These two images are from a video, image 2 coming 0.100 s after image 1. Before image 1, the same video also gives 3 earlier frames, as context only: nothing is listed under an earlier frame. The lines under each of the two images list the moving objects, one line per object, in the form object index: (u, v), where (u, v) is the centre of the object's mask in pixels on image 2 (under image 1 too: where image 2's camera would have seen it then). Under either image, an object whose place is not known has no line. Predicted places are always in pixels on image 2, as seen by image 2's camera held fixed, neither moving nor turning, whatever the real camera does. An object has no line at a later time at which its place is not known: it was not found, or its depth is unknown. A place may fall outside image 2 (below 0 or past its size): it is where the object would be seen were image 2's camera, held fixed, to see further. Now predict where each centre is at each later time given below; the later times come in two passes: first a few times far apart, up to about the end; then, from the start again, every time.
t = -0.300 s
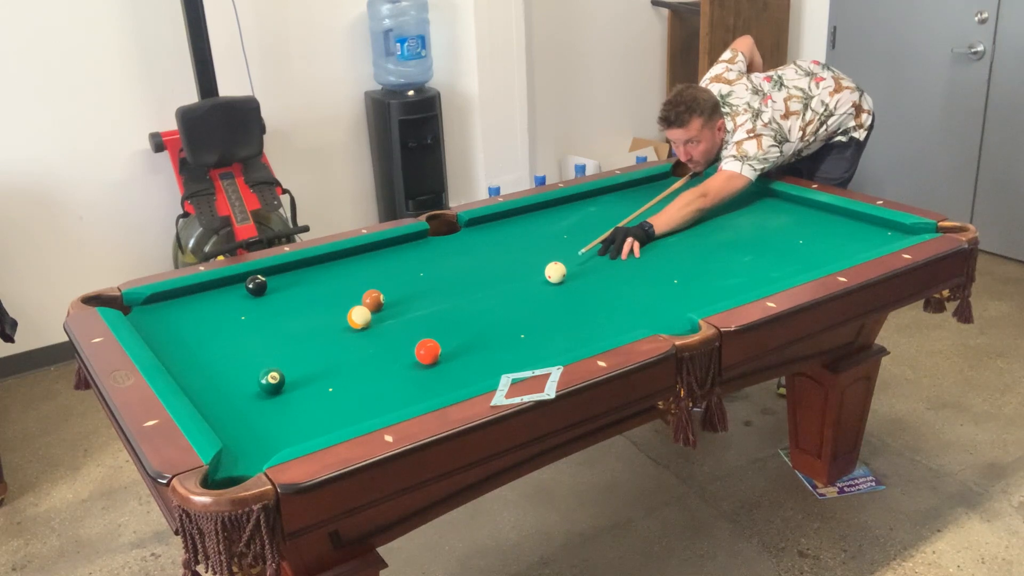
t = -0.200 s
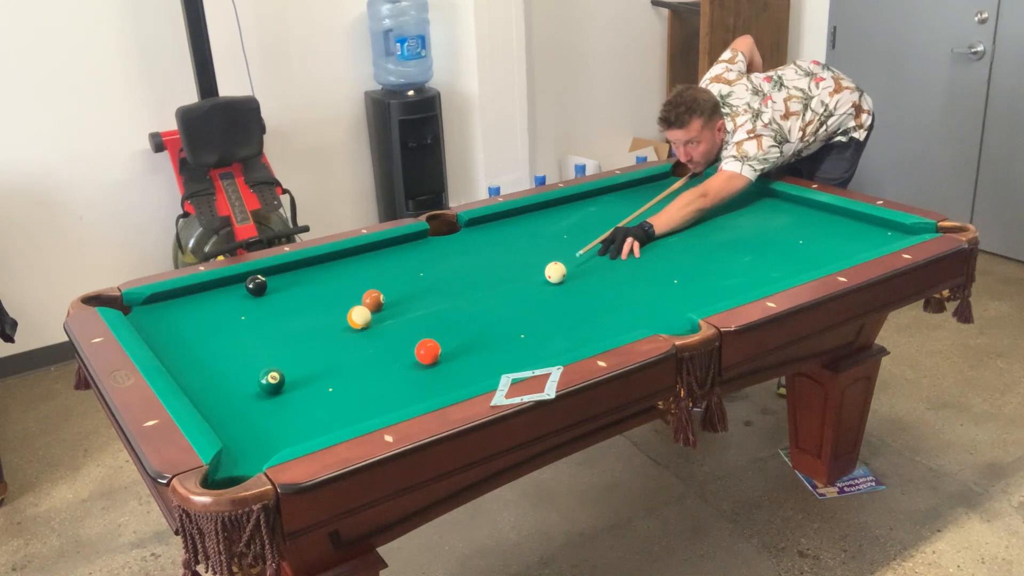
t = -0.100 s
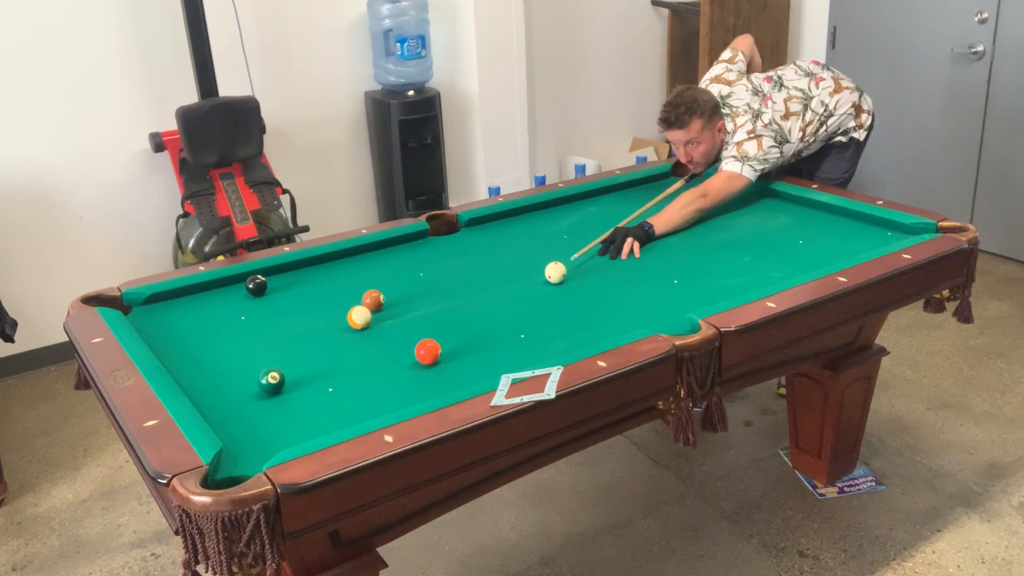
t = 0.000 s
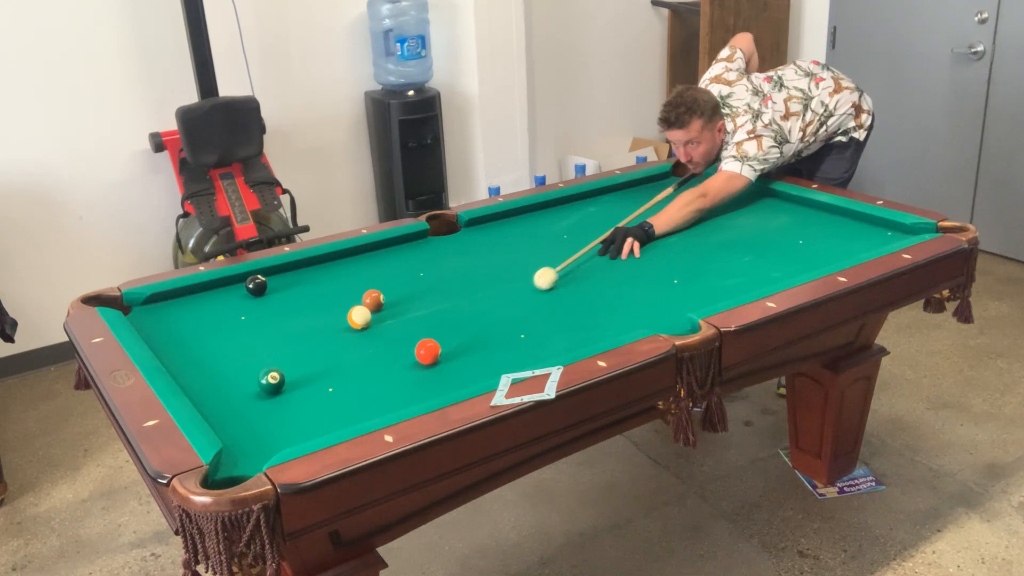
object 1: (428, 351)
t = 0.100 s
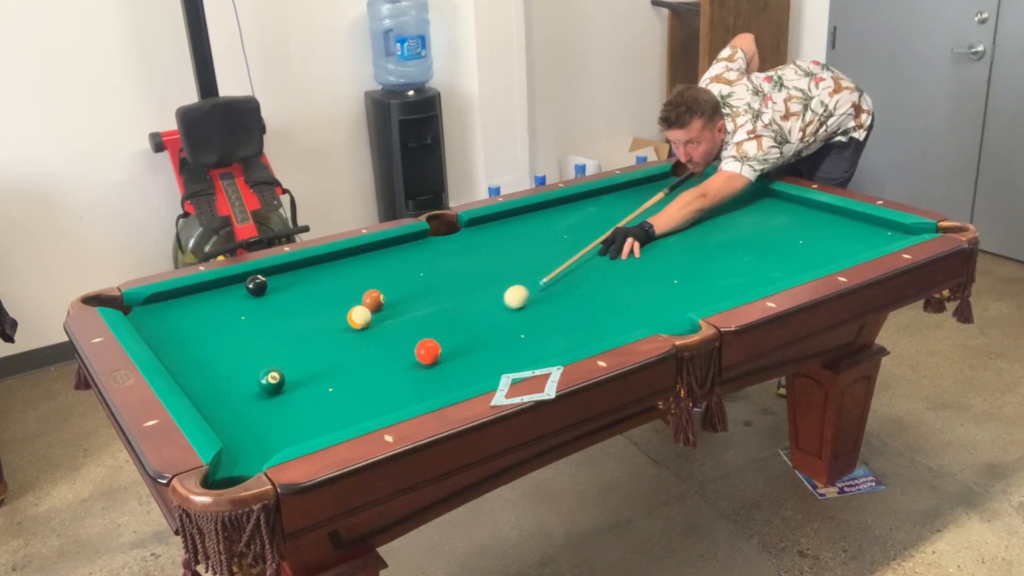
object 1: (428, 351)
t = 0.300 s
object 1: (428, 351)
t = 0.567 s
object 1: (359, 392)
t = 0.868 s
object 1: (270, 443)
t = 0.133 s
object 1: (428, 351)
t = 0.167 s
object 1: (428, 351)
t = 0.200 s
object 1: (428, 351)
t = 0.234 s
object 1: (428, 351)
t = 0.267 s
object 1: (428, 351)
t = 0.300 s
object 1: (428, 351)
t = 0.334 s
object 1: (427, 352)
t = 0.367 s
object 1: (416, 358)
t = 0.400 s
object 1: (405, 365)
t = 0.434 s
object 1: (395, 371)
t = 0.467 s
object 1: (386, 376)
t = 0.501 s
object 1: (377, 382)
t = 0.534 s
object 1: (368, 387)
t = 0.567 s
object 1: (359, 392)
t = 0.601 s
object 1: (350, 397)
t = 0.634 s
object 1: (340, 403)
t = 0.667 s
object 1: (331, 408)
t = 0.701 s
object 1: (322, 414)
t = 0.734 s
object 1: (312, 420)
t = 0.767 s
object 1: (302, 426)
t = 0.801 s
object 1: (291, 431)
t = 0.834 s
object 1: (281, 437)
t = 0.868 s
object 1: (270, 443)
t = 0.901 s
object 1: (260, 449)
